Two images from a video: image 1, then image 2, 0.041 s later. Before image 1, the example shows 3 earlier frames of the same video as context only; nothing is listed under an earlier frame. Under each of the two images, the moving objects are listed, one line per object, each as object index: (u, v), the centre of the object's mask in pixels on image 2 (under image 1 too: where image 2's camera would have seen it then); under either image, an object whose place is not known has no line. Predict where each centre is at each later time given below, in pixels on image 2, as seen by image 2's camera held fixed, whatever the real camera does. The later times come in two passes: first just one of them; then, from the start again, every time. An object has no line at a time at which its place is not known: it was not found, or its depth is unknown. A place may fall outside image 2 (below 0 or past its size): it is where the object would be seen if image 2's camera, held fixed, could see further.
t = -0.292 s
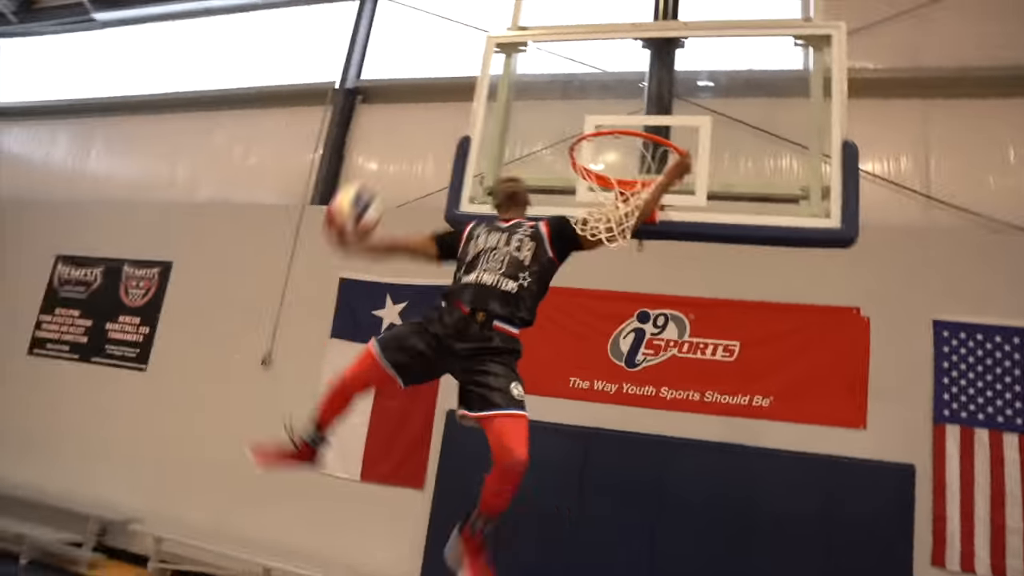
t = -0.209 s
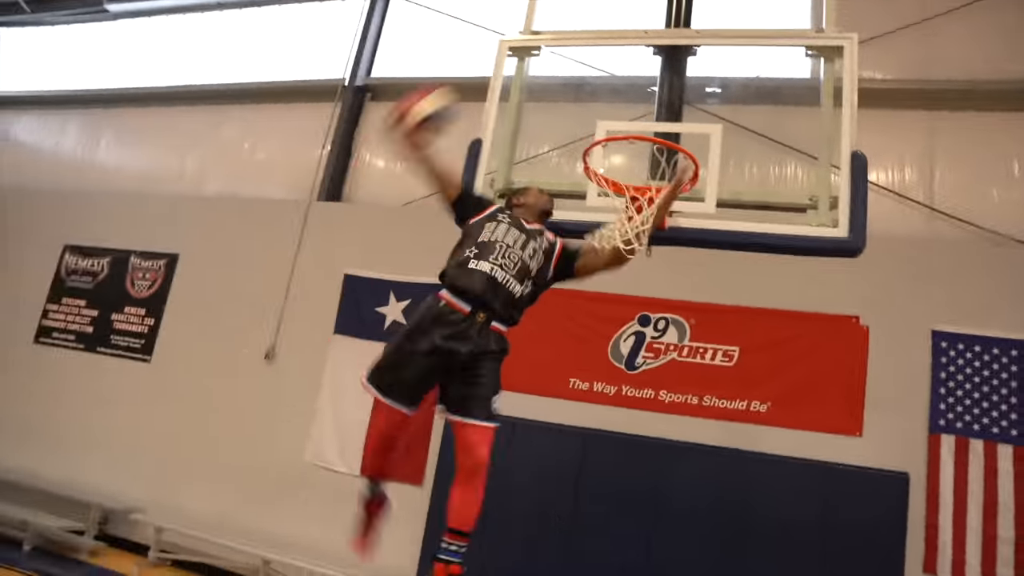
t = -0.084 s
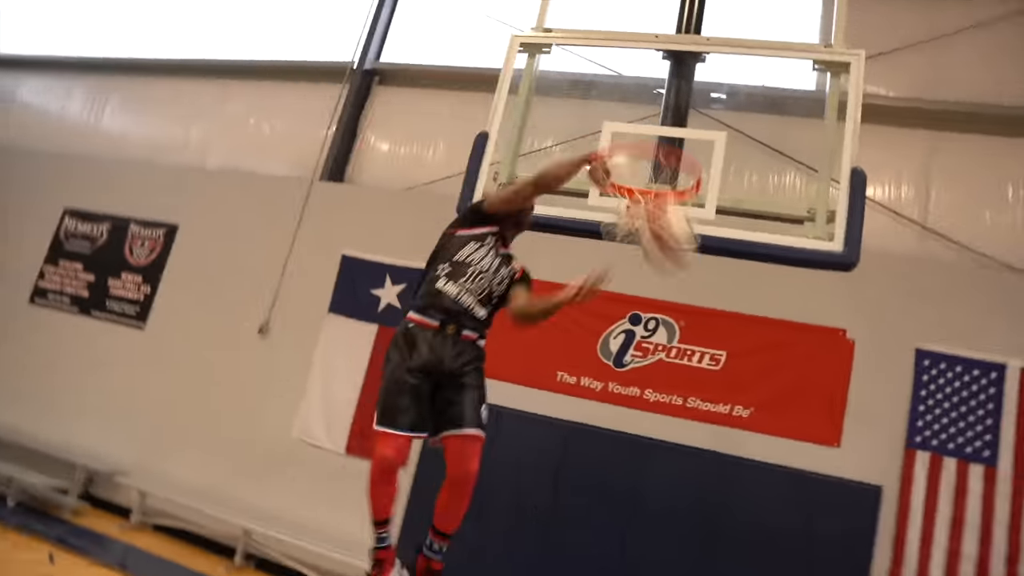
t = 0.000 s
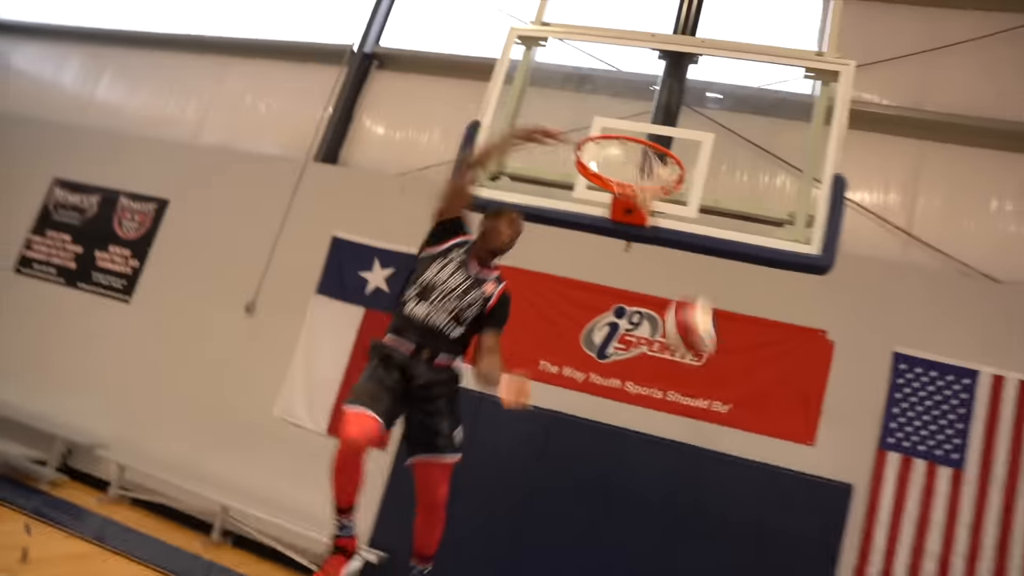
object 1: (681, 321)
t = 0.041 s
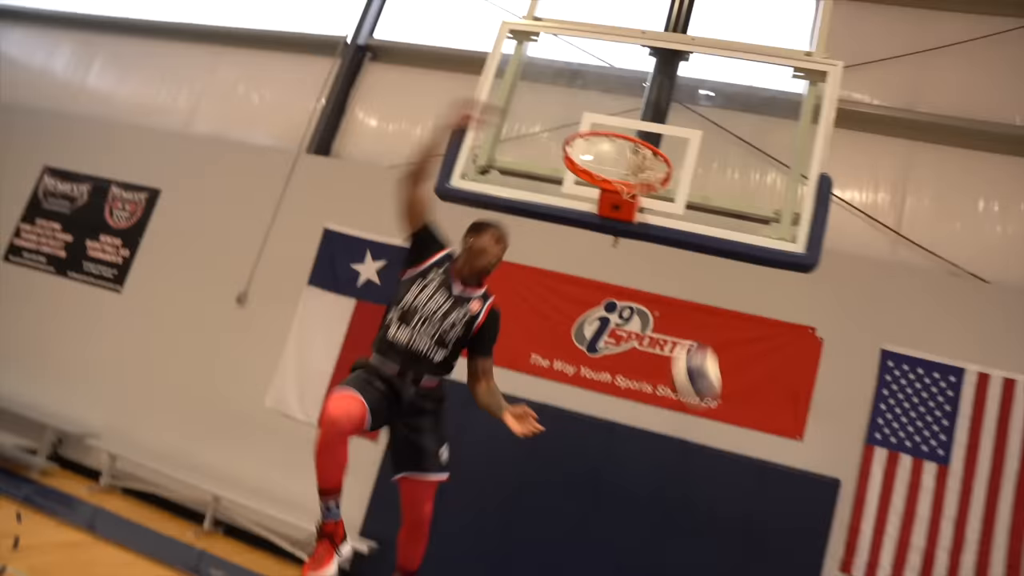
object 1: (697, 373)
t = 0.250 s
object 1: (745, 630)
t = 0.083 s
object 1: (708, 428)
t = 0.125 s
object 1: (721, 481)
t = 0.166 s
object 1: (729, 535)
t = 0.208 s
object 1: (739, 589)
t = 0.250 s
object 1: (745, 630)
